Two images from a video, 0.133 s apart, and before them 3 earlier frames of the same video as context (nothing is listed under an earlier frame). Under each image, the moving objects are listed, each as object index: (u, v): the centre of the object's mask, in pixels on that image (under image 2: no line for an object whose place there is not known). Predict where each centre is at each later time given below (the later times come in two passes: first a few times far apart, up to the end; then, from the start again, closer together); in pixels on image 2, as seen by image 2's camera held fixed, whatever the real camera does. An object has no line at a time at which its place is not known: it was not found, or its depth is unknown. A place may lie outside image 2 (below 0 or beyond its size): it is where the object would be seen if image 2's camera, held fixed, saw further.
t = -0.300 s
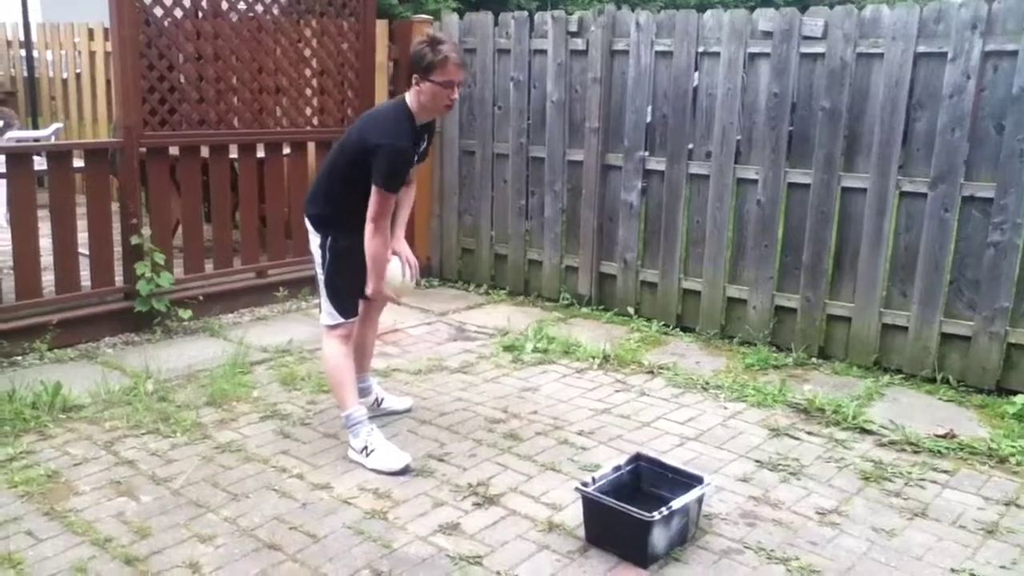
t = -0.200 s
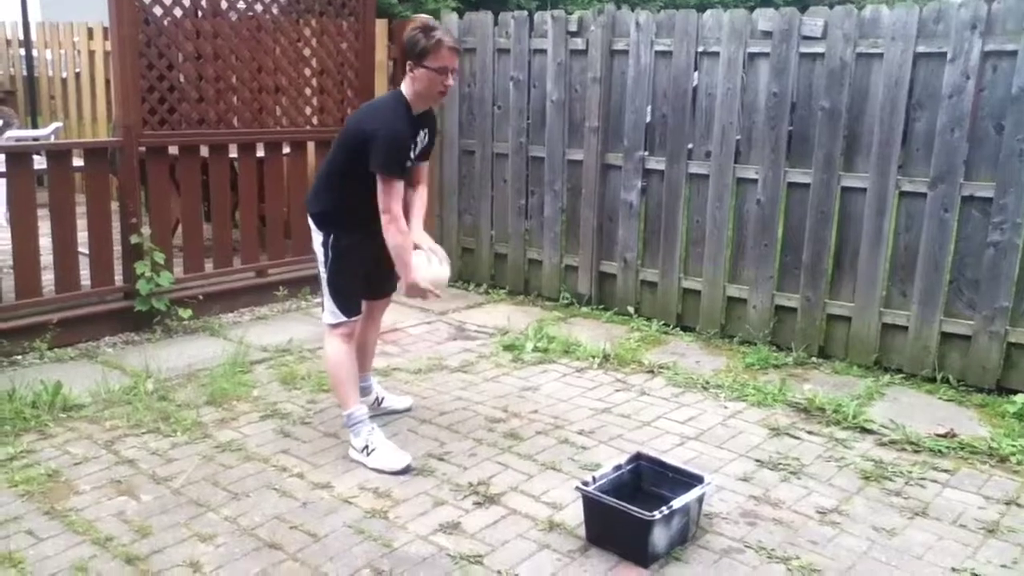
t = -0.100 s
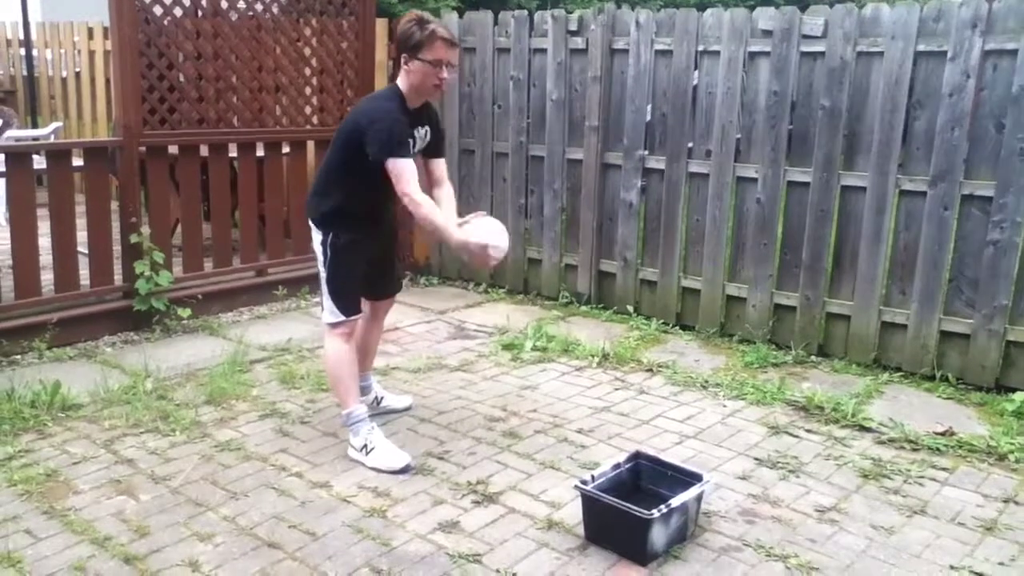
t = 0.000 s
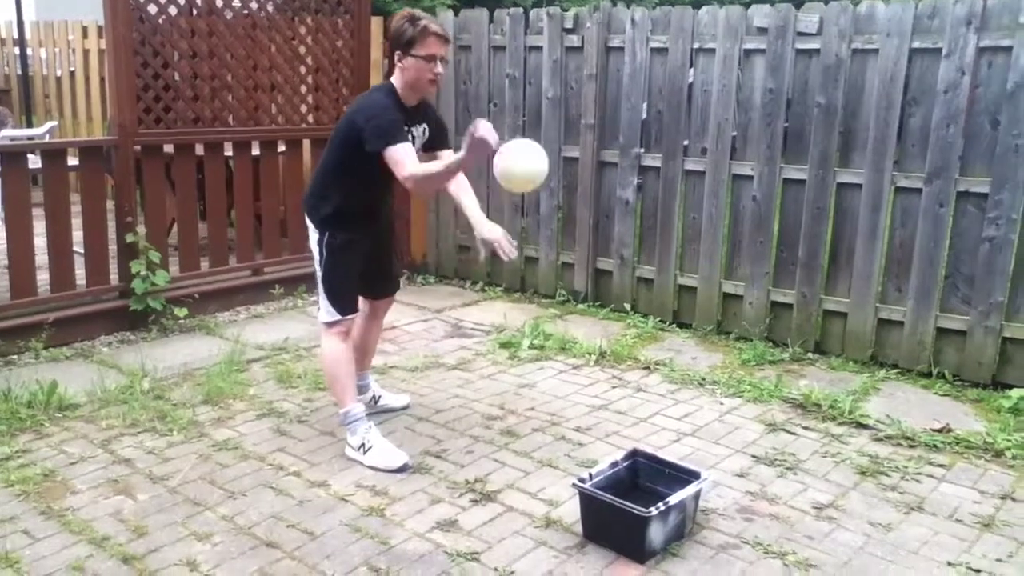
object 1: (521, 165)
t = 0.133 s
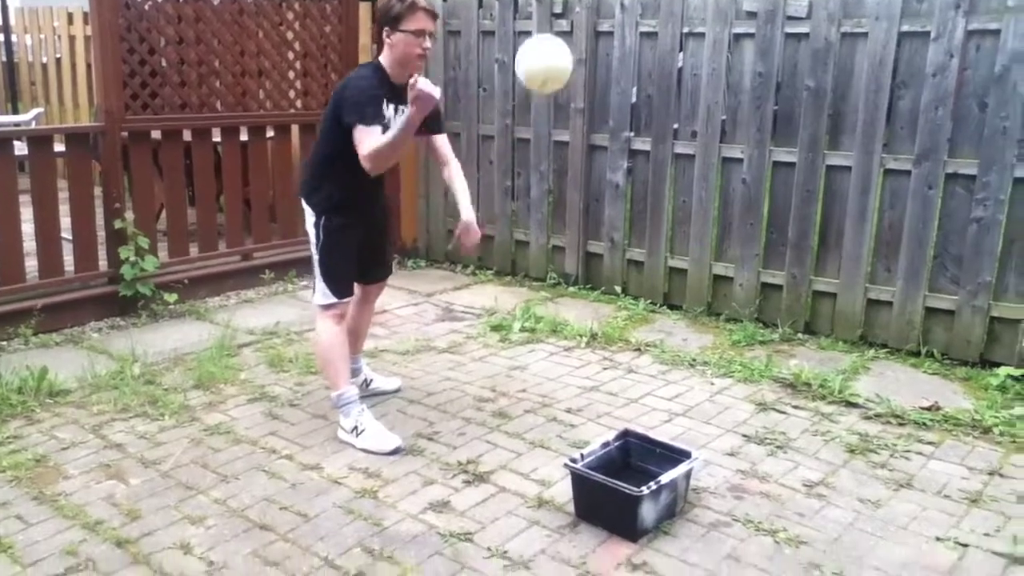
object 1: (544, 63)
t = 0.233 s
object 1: (572, 29)
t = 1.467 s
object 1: (649, 377)
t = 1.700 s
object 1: (635, 465)
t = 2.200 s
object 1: (643, 462)
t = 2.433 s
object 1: (642, 462)
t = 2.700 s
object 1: (637, 462)
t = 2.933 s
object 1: (634, 460)
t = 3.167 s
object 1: (627, 460)
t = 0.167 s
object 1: (551, 46)
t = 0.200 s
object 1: (560, 35)
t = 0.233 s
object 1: (572, 29)
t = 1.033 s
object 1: (691, 361)
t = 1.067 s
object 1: (689, 344)
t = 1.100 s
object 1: (687, 329)
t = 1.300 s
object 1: (668, 303)
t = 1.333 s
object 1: (665, 313)
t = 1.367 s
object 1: (662, 324)
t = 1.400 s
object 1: (660, 339)
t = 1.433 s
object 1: (656, 357)
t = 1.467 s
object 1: (649, 377)
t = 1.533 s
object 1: (644, 428)
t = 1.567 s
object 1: (638, 456)
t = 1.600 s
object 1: (636, 461)
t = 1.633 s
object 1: (637, 465)
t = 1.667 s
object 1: (635, 466)
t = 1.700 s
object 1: (635, 465)
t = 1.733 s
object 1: (635, 465)
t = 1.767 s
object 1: (634, 463)
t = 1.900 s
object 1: (637, 452)
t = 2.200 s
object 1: (643, 462)
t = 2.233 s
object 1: (643, 462)
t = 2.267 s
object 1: (644, 460)
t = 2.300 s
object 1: (643, 460)
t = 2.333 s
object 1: (643, 459)
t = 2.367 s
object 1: (642, 460)
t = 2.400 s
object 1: (642, 462)
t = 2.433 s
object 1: (642, 462)
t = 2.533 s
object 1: (639, 465)
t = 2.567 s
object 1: (639, 465)
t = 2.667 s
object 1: (636, 463)
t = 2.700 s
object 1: (637, 462)
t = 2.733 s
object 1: (636, 461)
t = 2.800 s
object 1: (637, 460)
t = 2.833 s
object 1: (637, 460)
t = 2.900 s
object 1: (636, 459)
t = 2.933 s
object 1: (634, 460)
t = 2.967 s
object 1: (633, 460)
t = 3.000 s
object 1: (633, 460)
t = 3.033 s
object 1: (632, 460)
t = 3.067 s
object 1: (631, 460)
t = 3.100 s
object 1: (631, 460)
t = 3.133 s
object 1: (629, 461)
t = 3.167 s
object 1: (627, 460)
